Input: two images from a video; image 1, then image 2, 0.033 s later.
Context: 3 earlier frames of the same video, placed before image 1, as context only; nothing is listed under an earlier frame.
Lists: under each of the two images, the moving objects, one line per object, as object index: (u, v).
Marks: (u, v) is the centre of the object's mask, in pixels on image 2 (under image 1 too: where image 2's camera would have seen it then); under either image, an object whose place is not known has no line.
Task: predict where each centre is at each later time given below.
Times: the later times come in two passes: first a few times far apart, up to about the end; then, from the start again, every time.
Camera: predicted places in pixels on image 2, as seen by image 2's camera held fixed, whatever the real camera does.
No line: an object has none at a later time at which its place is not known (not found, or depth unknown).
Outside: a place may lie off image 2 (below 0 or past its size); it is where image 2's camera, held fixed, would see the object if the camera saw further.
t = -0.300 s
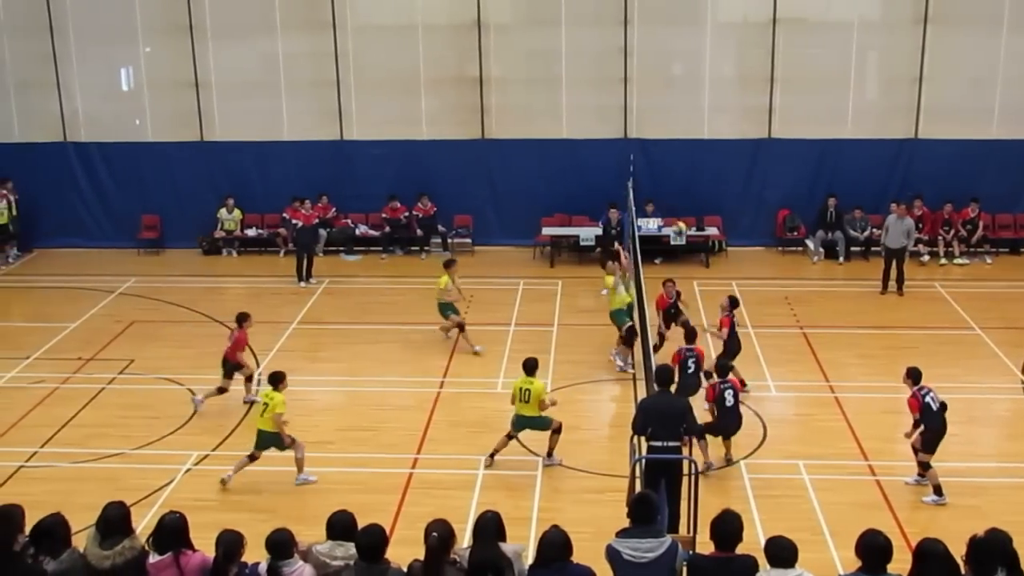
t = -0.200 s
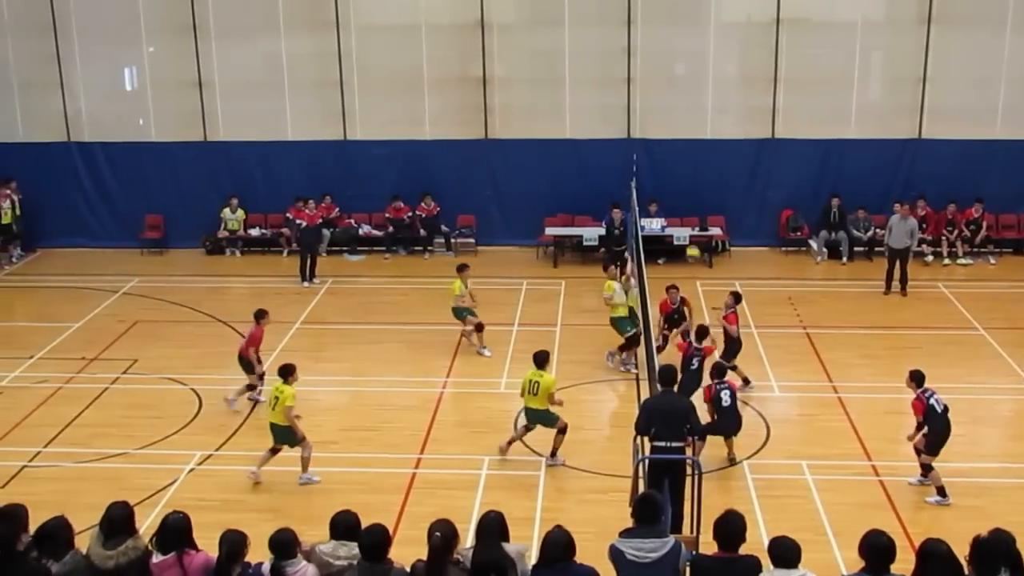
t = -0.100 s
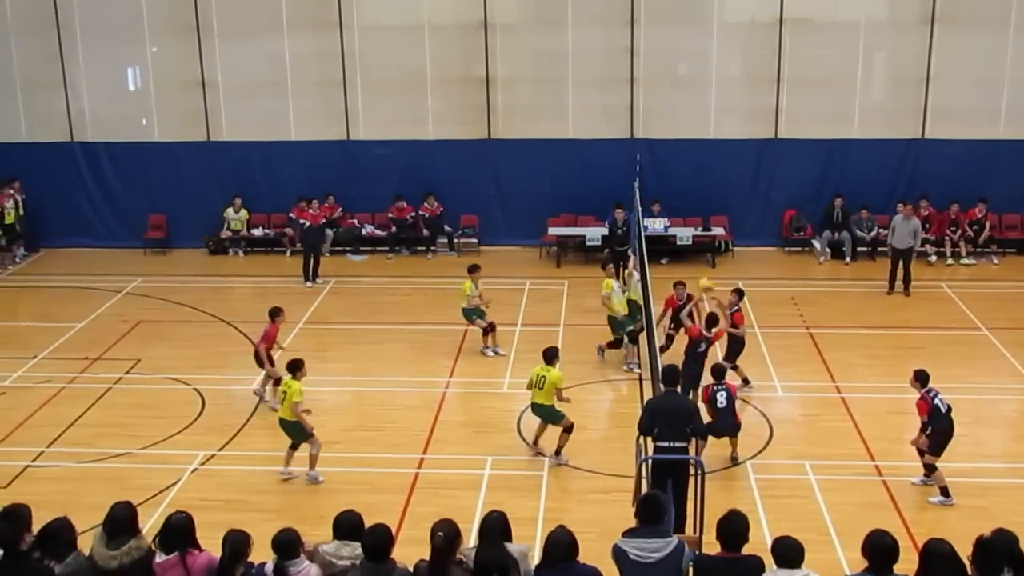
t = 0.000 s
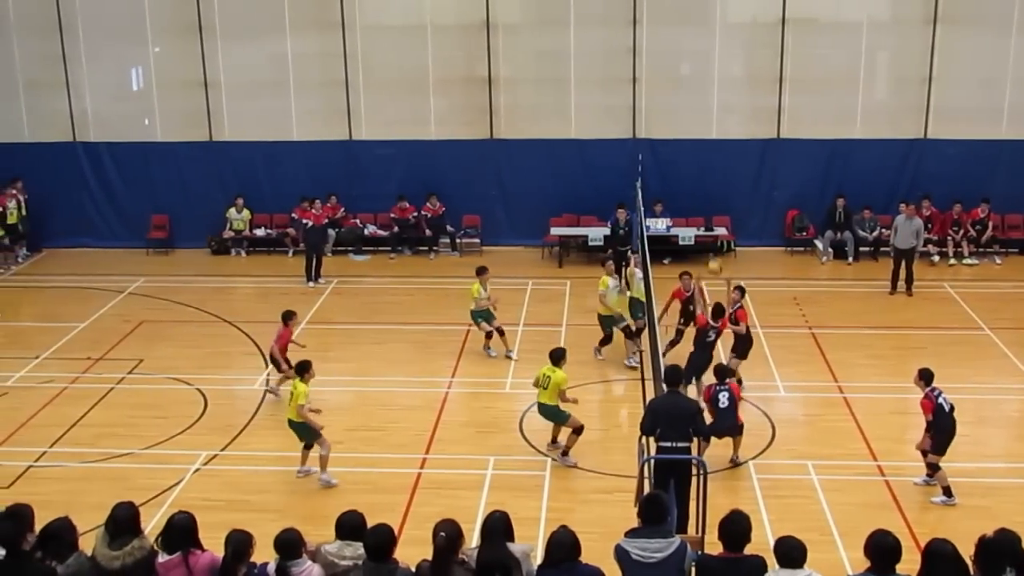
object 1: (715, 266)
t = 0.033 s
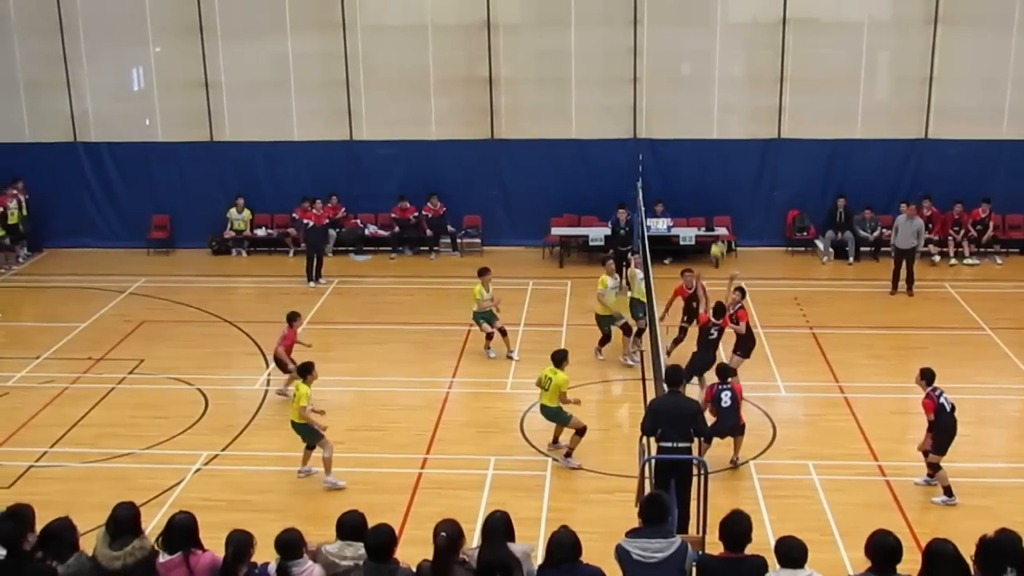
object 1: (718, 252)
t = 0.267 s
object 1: (730, 161)
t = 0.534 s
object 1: (740, 107)
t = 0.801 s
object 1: (749, 105)
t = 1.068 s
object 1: (755, 150)
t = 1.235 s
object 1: (756, 202)
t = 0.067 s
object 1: (720, 235)
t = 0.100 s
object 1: (721, 220)
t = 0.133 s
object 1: (723, 207)
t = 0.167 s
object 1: (725, 195)
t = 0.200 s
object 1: (727, 183)
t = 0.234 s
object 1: (728, 172)
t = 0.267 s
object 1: (730, 161)
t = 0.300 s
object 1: (731, 152)
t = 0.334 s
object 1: (733, 144)
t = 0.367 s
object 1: (734, 136)
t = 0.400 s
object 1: (736, 128)
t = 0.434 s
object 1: (737, 121)
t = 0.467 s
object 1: (738, 115)
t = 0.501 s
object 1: (739, 111)
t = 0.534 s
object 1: (740, 107)
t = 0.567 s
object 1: (742, 104)
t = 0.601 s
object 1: (743, 101)
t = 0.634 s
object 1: (744, 100)
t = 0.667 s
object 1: (745, 99)
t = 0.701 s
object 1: (746, 99)
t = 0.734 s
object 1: (747, 100)
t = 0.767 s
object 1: (748, 102)
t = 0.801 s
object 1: (749, 105)
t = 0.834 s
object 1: (750, 108)
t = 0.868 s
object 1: (751, 111)
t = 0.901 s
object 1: (751, 117)
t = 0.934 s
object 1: (751, 122)
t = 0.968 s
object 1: (752, 128)
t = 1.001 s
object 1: (753, 135)
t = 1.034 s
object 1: (755, 142)
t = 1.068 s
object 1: (755, 150)
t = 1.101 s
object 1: (755, 160)
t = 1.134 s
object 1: (755, 169)
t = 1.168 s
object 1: (756, 180)
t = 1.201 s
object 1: (756, 191)
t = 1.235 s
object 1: (756, 202)
